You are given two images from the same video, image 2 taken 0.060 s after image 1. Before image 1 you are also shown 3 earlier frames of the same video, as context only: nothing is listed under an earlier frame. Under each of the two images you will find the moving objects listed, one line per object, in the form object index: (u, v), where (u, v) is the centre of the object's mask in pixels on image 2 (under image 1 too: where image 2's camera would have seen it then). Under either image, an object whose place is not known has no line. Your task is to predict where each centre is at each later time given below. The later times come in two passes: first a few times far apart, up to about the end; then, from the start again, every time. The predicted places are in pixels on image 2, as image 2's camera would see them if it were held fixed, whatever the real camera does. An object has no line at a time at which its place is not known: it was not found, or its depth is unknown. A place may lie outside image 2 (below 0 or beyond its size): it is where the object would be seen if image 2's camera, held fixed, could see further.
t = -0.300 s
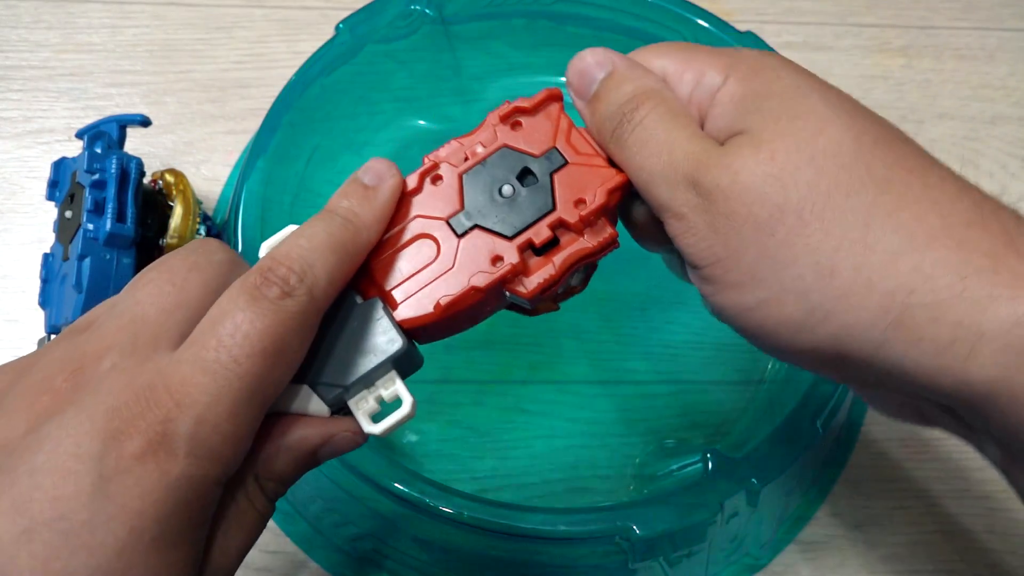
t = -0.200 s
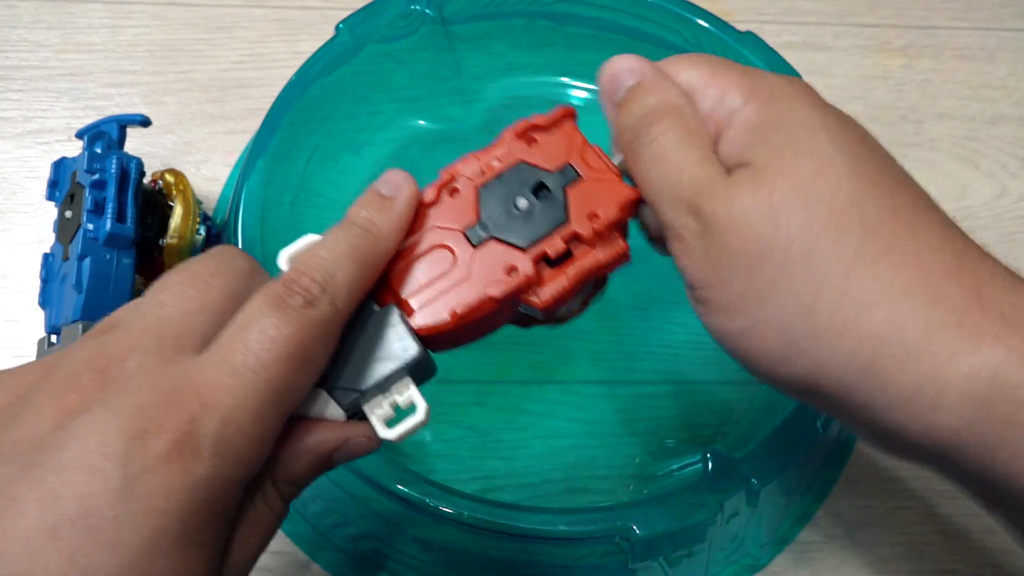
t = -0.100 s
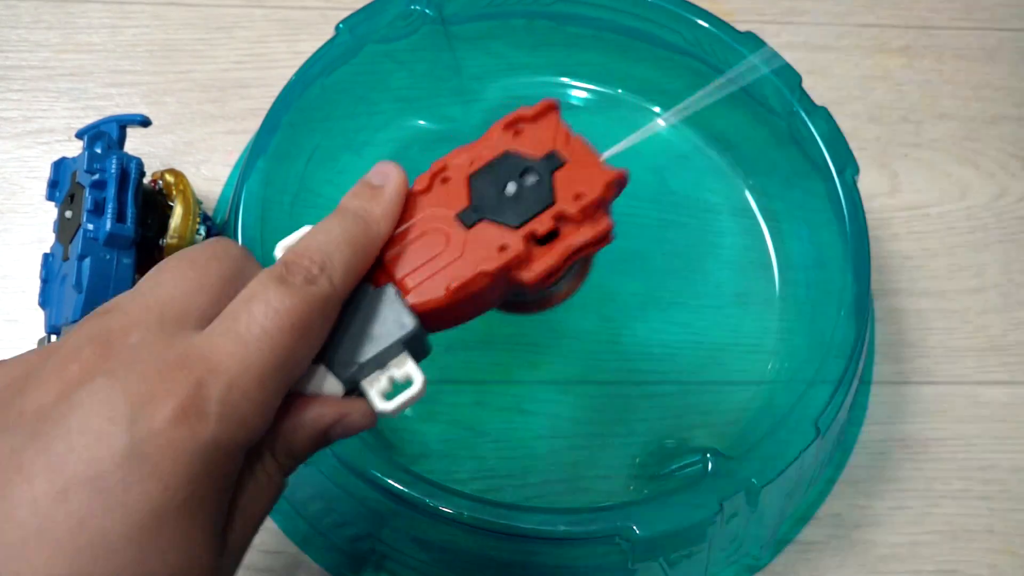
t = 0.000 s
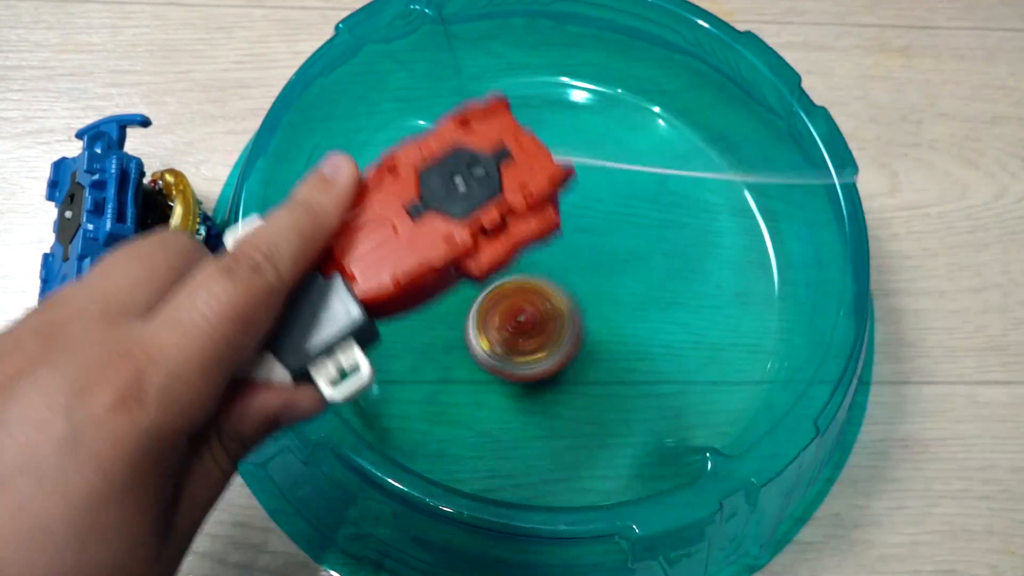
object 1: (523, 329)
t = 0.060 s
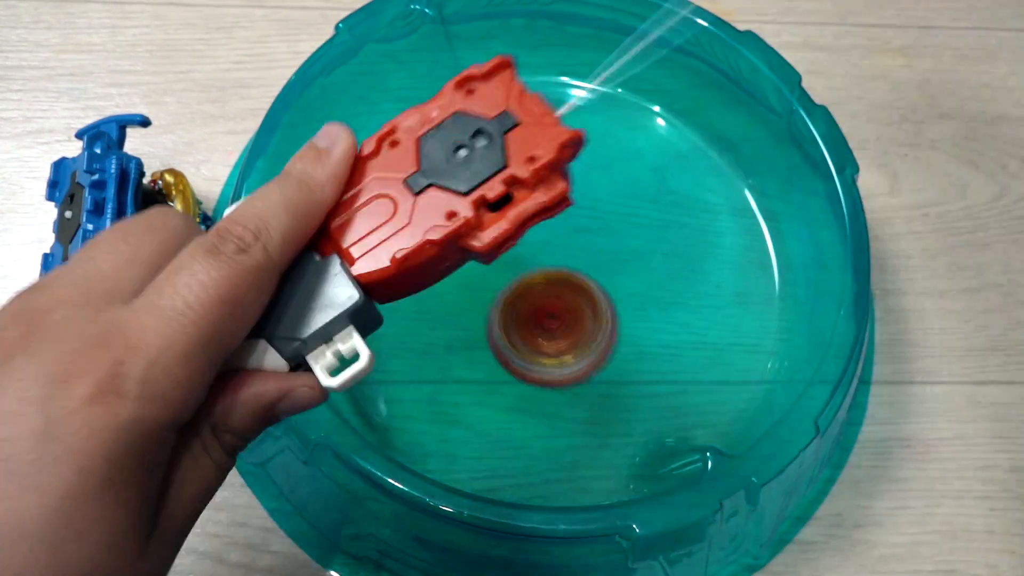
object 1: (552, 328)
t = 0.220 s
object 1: (611, 410)
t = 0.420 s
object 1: (619, 362)
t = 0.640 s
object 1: (564, 307)
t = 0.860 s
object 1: (483, 279)
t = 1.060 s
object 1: (415, 264)
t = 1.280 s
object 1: (376, 275)
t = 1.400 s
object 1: (368, 284)
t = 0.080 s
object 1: (561, 335)
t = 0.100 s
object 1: (569, 346)
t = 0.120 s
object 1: (574, 361)
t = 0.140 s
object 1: (578, 377)
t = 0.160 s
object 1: (581, 397)
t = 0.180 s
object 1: (583, 415)
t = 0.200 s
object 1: (595, 414)
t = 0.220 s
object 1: (611, 410)
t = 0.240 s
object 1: (624, 409)
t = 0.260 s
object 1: (636, 411)
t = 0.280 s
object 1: (642, 411)
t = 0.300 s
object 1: (638, 405)
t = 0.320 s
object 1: (632, 402)
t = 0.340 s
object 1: (625, 400)
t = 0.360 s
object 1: (619, 399)
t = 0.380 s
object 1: (619, 385)
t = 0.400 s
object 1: (620, 372)
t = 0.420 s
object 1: (619, 362)
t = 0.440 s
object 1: (616, 355)
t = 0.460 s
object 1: (612, 350)
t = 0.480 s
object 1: (606, 349)
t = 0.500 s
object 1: (602, 345)
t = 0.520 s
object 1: (599, 335)
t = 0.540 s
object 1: (595, 327)
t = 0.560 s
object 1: (589, 322)
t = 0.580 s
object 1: (583, 321)
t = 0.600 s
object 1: (576, 320)
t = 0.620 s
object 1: (571, 313)
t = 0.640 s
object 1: (564, 307)
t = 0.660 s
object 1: (557, 305)
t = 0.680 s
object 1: (550, 304)
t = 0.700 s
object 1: (544, 299)
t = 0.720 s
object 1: (537, 296)
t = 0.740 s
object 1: (529, 296)
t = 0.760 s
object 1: (521, 292)
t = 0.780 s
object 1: (514, 290)
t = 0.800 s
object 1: (506, 287)
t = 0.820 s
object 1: (498, 285)
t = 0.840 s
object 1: (491, 282)
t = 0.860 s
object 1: (483, 279)
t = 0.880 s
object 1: (475, 277)
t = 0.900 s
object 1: (468, 275)
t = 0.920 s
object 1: (461, 273)
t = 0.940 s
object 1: (454, 271)
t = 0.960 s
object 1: (447, 270)
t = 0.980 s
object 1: (440, 268)
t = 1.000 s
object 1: (433, 267)
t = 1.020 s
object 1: (427, 266)
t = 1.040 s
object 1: (421, 265)
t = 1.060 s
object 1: (415, 264)
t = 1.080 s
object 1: (410, 265)
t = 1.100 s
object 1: (405, 265)
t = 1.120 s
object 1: (400, 265)
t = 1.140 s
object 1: (396, 266)
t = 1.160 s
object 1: (392, 267)
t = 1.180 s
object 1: (388, 268)
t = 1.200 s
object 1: (385, 269)
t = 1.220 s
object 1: (382, 270)
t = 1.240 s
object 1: (380, 272)
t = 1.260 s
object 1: (378, 274)
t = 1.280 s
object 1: (376, 275)
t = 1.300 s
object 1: (373, 277)
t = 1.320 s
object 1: (372, 278)
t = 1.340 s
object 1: (371, 280)
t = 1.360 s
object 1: (369, 281)
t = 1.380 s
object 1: (369, 283)
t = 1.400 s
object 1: (368, 284)
